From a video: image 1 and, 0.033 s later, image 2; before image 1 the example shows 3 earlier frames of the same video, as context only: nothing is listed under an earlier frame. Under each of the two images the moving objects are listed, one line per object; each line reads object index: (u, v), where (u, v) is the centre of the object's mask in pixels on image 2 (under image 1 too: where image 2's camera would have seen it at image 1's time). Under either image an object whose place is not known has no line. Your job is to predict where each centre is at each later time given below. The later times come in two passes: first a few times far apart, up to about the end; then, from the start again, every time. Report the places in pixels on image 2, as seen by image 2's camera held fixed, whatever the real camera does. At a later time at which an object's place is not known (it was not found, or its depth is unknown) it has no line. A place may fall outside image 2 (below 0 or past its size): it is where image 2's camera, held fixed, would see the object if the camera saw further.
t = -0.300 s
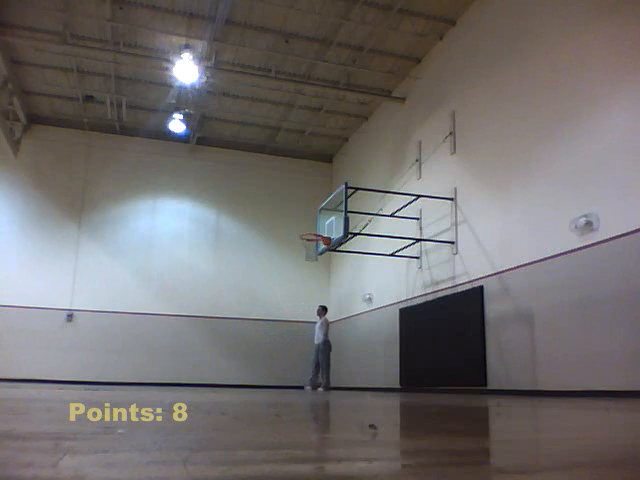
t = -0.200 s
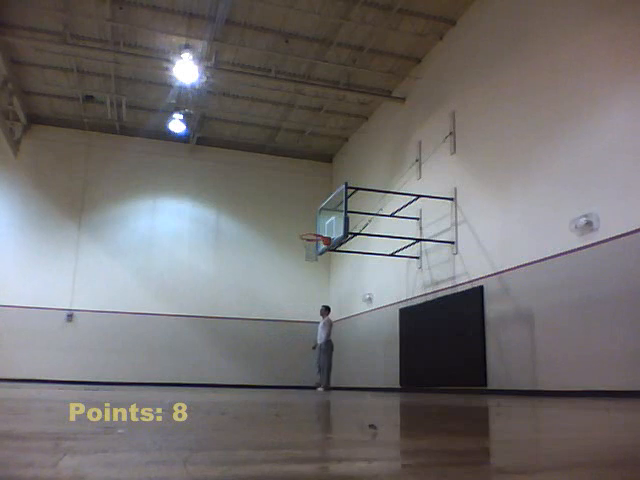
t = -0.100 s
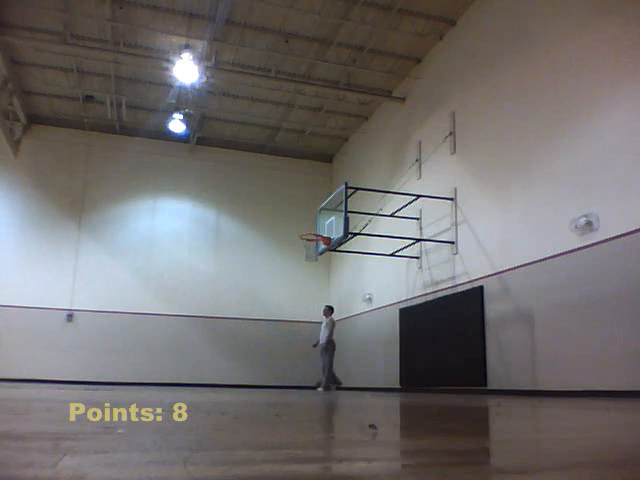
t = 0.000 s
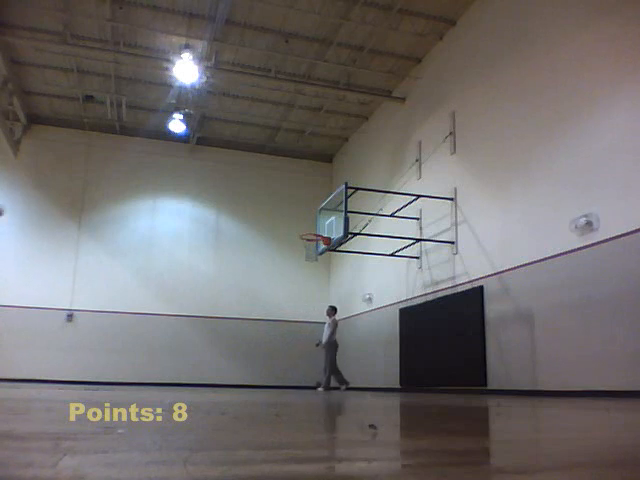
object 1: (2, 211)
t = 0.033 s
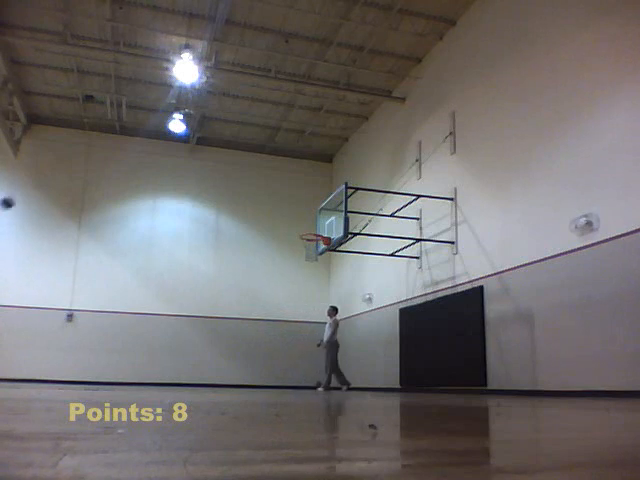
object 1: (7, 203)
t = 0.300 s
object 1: (88, 155)
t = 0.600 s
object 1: (168, 141)
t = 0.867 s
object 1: (232, 166)
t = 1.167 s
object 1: (297, 229)
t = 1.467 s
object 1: (321, 219)
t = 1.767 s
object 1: (297, 230)
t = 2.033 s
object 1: (275, 264)
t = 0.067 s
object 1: (17, 195)
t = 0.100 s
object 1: (28, 187)
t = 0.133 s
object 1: (38, 181)
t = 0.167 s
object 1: (48, 174)
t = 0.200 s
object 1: (58, 169)
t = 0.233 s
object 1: (69, 164)
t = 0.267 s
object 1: (79, 159)
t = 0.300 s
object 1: (88, 155)
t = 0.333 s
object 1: (97, 151)
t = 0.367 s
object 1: (106, 148)
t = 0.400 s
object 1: (117, 145)
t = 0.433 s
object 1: (126, 143)
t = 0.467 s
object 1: (135, 142)
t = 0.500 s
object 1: (143, 140)
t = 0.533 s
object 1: (152, 140)
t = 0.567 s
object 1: (160, 140)
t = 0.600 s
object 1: (168, 141)
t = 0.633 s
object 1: (177, 142)
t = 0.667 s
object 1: (185, 145)
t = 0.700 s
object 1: (193, 146)
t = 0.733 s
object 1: (200, 149)
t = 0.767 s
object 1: (209, 152)
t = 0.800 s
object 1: (216, 156)
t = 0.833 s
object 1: (224, 161)
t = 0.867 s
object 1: (232, 166)
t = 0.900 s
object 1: (239, 171)
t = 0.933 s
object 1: (247, 176)
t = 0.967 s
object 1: (254, 182)
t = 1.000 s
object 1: (262, 189)
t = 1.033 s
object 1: (268, 195)
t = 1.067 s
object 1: (276, 203)
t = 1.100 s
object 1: (283, 211)
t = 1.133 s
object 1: (290, 219)
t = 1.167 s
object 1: (297, 229)
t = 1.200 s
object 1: (302, 230)
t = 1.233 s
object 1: (305, 228)
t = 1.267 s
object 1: (308, 225)
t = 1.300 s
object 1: (312, 223)
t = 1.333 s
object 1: (315, 222)
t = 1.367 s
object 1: (318, 221)
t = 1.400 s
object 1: (322, 221)
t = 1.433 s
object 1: (323, 220)
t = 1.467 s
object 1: (321, 219)
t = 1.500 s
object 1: (318, 218)
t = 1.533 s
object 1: (315, 218)
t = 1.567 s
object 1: (313, 218)
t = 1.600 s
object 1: (310, 218)
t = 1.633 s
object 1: (308, 220)
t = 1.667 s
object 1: (305, 221)
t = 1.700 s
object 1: (302, 224)
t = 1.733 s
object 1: (299, 226)
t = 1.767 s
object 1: (297, 230)
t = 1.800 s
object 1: (294, 232)
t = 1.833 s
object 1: (291, 235)
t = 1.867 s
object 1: (289, 239)
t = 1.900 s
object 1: (286, 243)
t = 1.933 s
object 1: (283, 247)
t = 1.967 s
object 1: (280, 252)
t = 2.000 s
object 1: (277, 258)
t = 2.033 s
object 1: (275, 264)
